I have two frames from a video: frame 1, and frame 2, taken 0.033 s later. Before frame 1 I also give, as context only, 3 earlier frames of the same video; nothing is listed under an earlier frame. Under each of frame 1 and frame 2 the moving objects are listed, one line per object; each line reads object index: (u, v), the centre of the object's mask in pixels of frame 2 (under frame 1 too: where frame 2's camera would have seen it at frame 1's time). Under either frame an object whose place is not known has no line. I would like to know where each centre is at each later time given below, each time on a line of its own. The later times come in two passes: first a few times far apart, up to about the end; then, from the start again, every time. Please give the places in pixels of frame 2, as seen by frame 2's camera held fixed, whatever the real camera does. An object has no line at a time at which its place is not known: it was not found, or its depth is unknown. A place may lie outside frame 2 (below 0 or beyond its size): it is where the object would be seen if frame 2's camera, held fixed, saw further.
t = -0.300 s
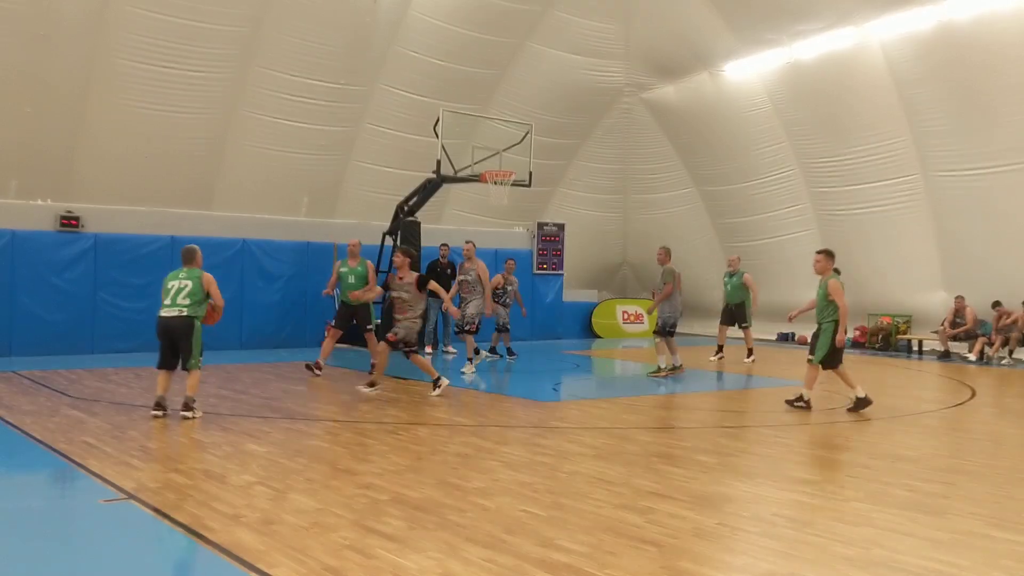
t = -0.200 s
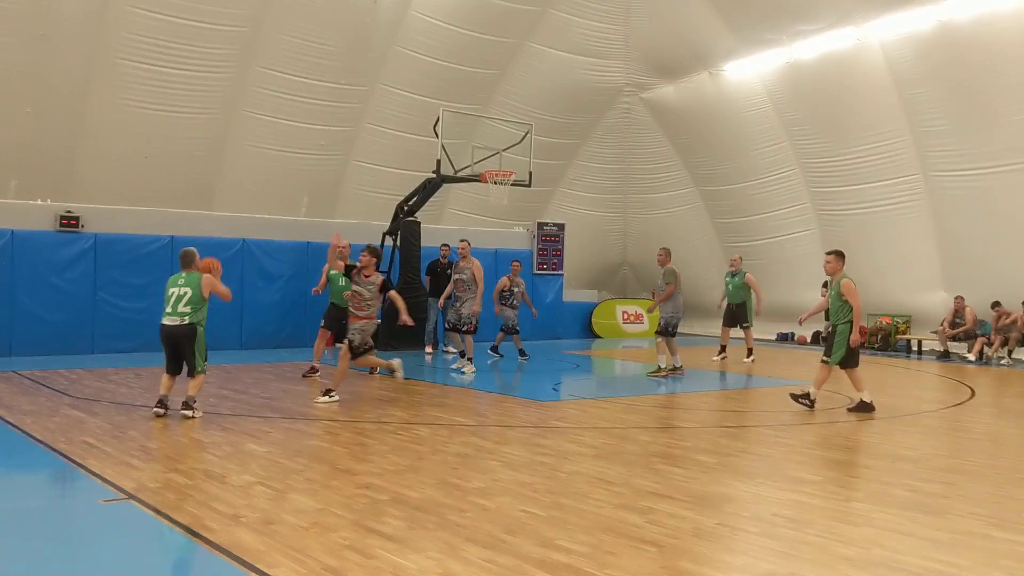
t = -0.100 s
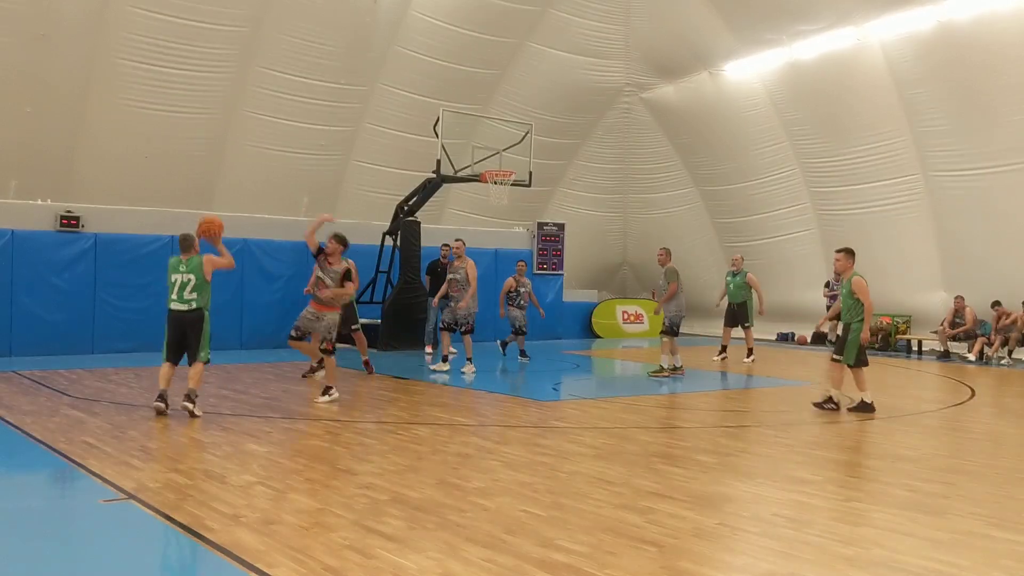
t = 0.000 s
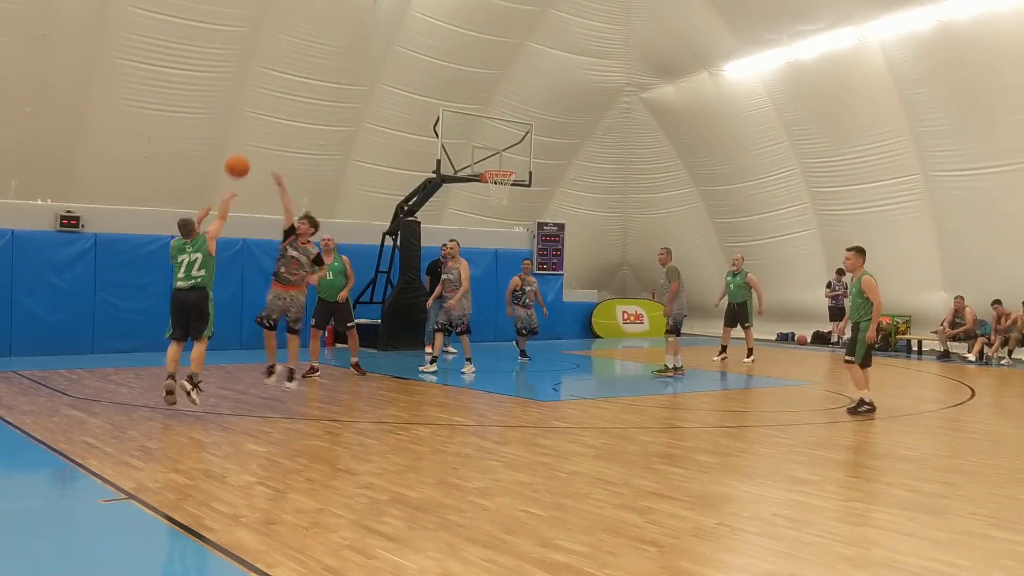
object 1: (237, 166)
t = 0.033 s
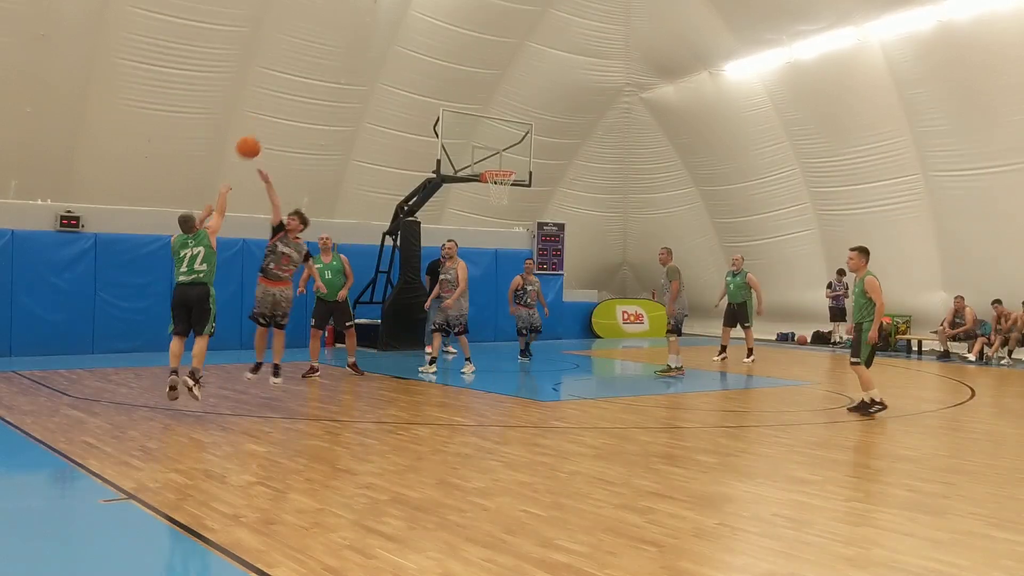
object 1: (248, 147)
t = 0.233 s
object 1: (308, 60)
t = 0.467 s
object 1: (365, 13)
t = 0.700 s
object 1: (413, 14)
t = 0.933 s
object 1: (453, 53)
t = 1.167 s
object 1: (487, 120)
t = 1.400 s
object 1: (509, 155)
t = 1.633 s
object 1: (525, 157)
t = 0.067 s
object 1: (259, 129)
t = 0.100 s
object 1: (269, 113)
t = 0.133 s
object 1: (279, 97)
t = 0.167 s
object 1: (289, 83)
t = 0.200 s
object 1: (299, 71)
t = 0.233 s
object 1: (308, 60)
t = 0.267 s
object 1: (317, 50)
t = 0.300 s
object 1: (325, 41)
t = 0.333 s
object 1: (334, 34)
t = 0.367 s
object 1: (342, 29)
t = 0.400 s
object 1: (350, 21)
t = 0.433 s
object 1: (357, 15)
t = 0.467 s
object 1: (365, 13)
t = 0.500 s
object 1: (372, 10)
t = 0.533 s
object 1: (380, 9)
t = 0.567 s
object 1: (387, 9)
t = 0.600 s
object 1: (394, 9)
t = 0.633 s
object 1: (401, 9)
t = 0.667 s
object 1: (407, 11)
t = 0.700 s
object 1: (413, 14)
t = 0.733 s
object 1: (419, 17)
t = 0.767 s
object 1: (426, 21)
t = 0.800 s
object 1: (431, 26)
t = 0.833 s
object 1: (437, 31)
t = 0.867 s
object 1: (443, 38)
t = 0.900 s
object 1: (448, 45)
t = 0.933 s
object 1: (453, 53)
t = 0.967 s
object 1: (459, 60)
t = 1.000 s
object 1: (464, 69)
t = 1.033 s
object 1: (468, 78)
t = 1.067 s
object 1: (473, 88)
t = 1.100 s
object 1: (478, 98)
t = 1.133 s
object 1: (482, 109)
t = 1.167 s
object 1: (487, 120)
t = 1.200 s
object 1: (491, 132)
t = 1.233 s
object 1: (495, 144)
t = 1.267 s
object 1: (499, 158)
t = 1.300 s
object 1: (502, 162)
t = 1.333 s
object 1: (504, 160)
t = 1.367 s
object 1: (506, 157)
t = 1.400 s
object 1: (509, 155)
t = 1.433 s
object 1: (511, 154)
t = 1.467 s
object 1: (512, 154)
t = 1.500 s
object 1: (514, 154)
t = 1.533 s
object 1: (516, 155)
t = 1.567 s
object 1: (518, 156)
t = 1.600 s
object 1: (521, 157)
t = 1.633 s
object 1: (525, 157)
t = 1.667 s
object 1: (529, 159)
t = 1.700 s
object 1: (533, 162)
